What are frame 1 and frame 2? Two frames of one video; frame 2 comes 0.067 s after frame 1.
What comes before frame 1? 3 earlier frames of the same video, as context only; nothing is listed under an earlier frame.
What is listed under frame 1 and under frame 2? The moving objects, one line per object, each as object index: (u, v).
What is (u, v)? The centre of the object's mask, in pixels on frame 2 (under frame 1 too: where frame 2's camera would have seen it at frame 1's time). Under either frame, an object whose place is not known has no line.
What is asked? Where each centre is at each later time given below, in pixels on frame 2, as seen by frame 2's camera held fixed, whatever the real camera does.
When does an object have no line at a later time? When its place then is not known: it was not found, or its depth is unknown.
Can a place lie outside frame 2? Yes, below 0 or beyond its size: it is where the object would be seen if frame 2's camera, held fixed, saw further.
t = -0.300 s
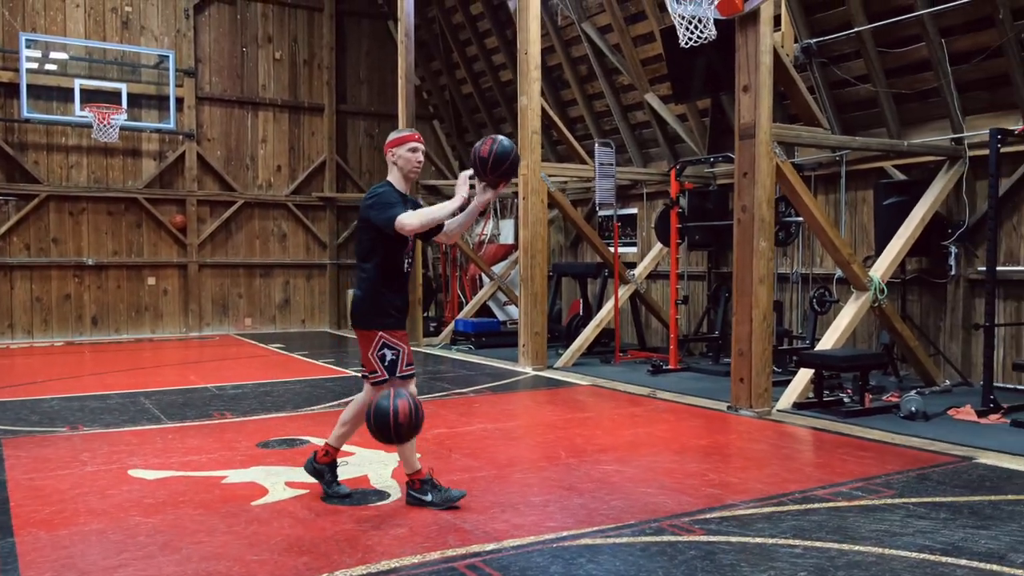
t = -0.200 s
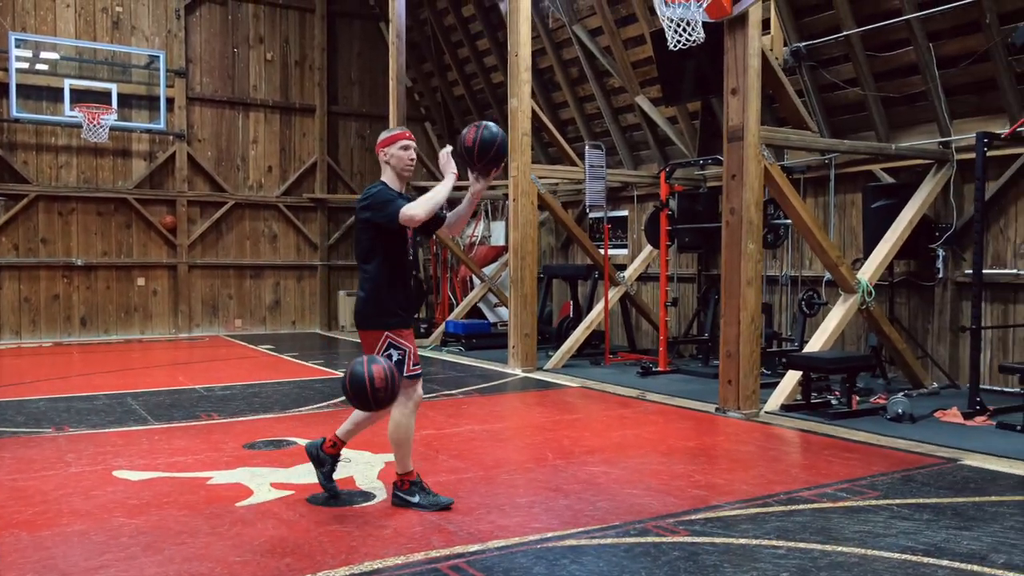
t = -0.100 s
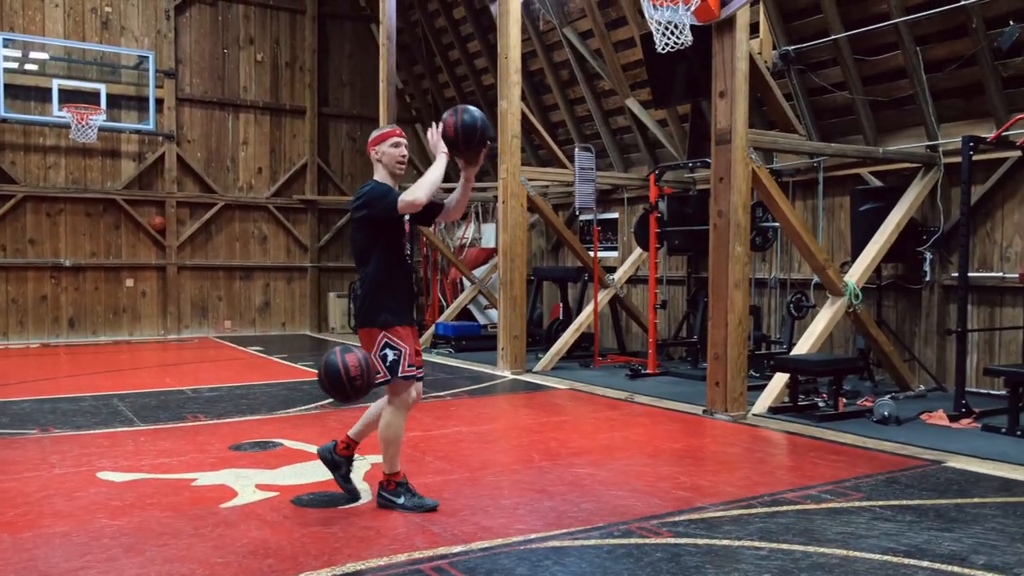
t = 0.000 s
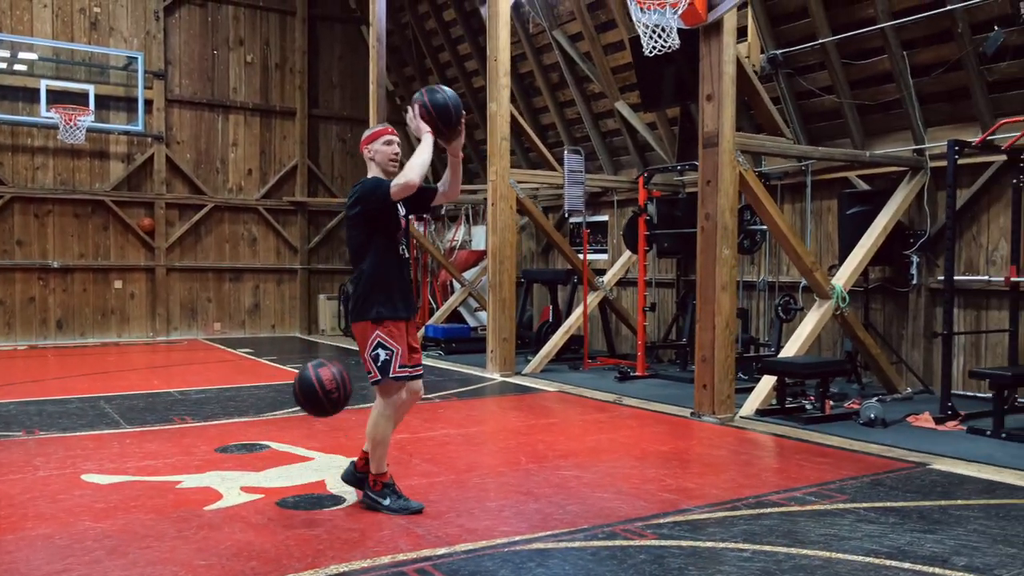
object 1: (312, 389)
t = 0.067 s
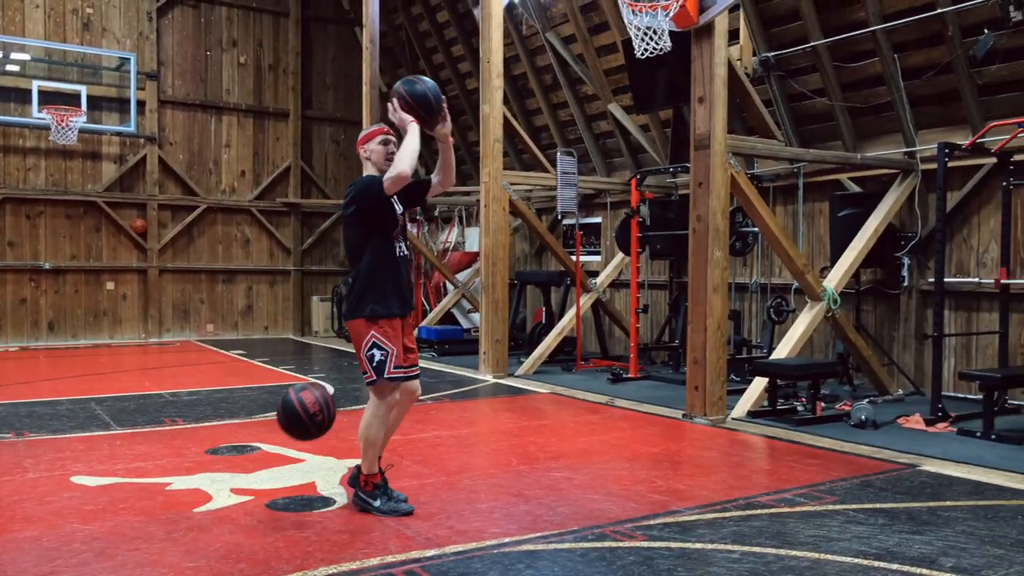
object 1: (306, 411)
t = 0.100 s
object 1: (303, 426)
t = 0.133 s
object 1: (301, 442)
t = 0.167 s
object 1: (297, 463)
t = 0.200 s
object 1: (294, 488)
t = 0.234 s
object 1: (291, 514)
